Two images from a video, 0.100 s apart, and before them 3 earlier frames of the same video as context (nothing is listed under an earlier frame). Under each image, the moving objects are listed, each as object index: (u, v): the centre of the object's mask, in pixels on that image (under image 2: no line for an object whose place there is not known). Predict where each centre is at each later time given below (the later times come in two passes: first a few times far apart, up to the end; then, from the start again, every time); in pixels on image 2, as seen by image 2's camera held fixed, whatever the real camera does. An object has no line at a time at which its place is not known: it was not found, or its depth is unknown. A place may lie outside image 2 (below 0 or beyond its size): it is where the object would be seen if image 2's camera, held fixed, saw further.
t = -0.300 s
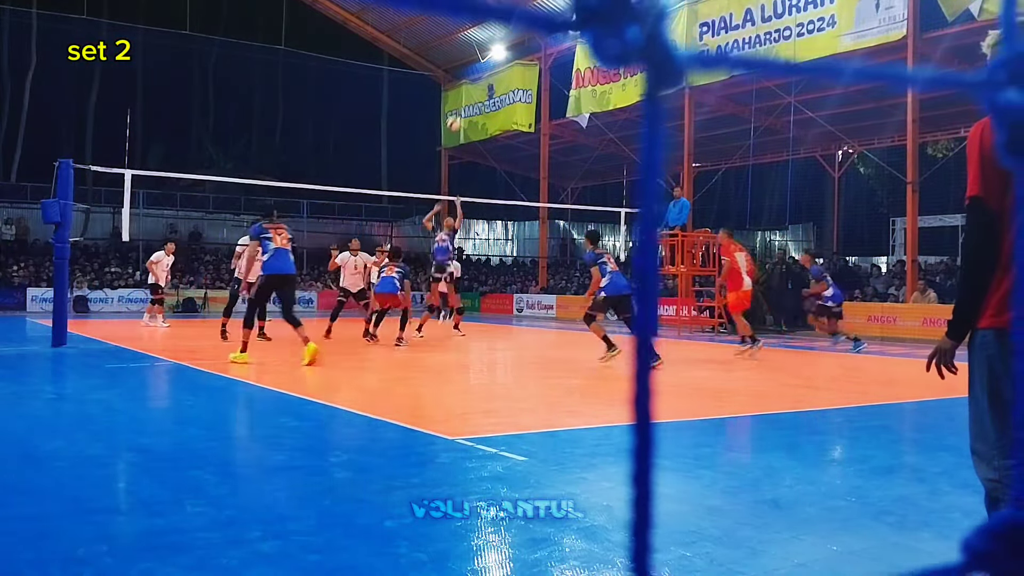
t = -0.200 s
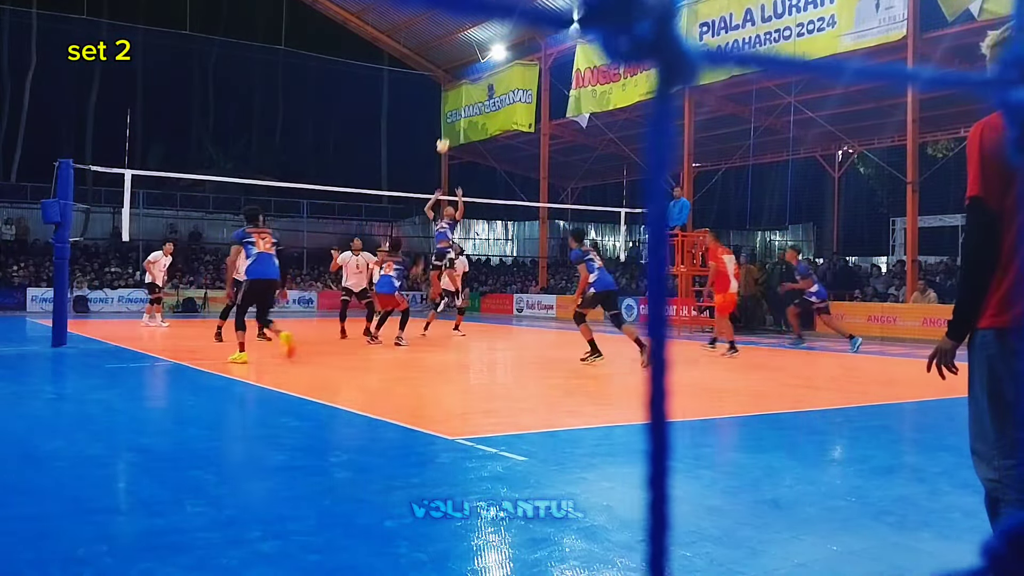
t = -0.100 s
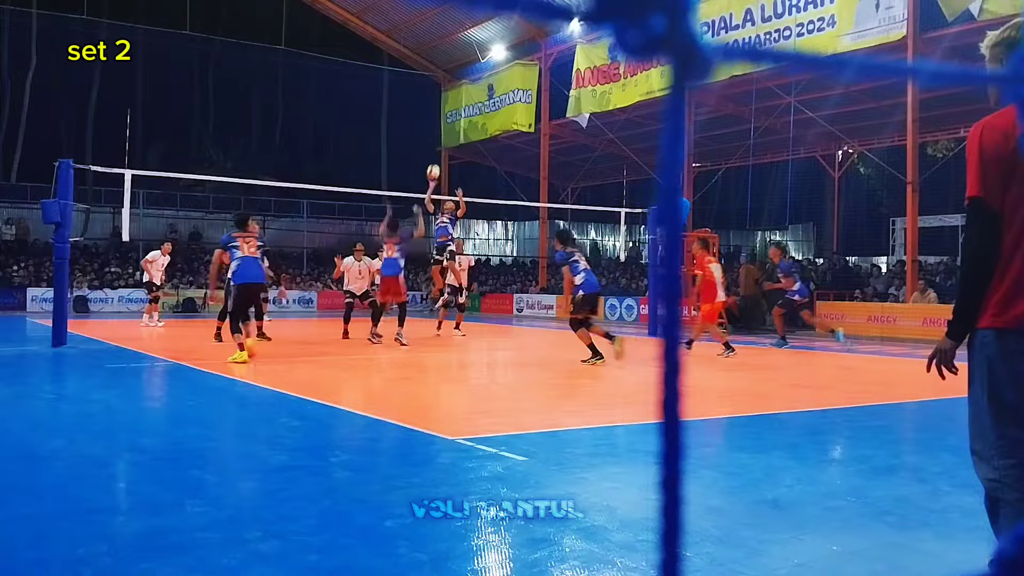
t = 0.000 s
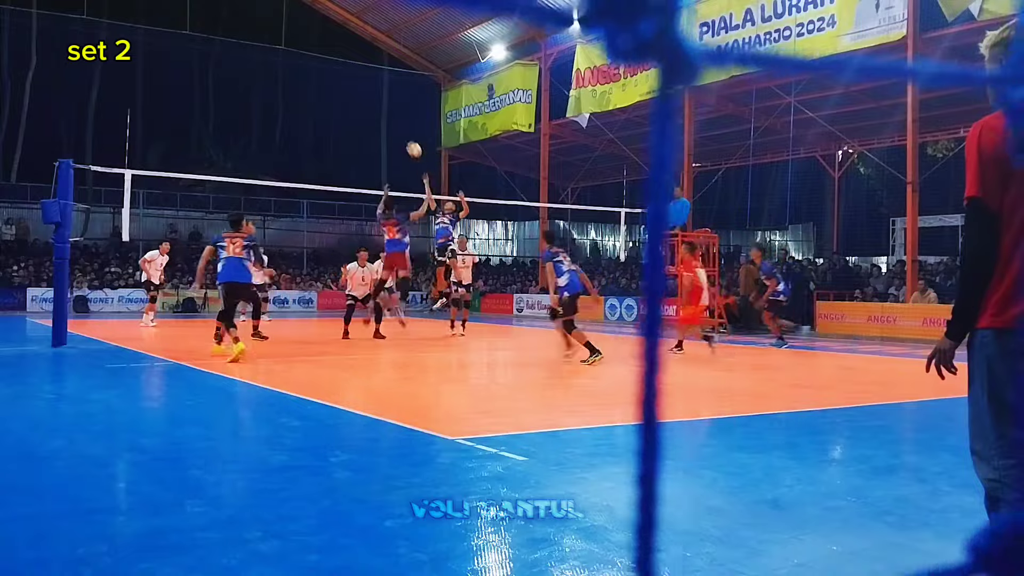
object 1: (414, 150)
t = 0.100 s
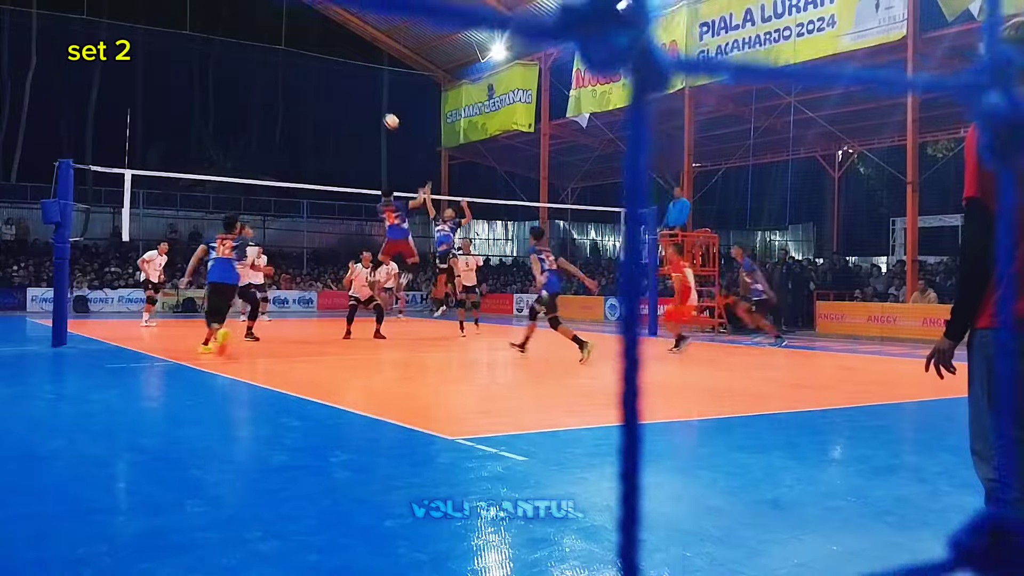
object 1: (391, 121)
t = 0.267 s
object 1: (353, 86)
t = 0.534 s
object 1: (288, 65)
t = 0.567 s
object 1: (280, 66)
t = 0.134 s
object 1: (383, 113)
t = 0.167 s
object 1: (376, 105)
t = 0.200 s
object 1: (368, 98)
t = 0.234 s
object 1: (360, 92)
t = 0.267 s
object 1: (353, 86)
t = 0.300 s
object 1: (344, 81)
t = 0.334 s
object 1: (337, 77)
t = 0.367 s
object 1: (328, 73)
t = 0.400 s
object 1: (321, 70)
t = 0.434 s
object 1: (313, 68)
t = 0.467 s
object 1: (305, 66)
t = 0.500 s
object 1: (296, 65)
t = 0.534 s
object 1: (288, 65)
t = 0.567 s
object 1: (280, 66)
